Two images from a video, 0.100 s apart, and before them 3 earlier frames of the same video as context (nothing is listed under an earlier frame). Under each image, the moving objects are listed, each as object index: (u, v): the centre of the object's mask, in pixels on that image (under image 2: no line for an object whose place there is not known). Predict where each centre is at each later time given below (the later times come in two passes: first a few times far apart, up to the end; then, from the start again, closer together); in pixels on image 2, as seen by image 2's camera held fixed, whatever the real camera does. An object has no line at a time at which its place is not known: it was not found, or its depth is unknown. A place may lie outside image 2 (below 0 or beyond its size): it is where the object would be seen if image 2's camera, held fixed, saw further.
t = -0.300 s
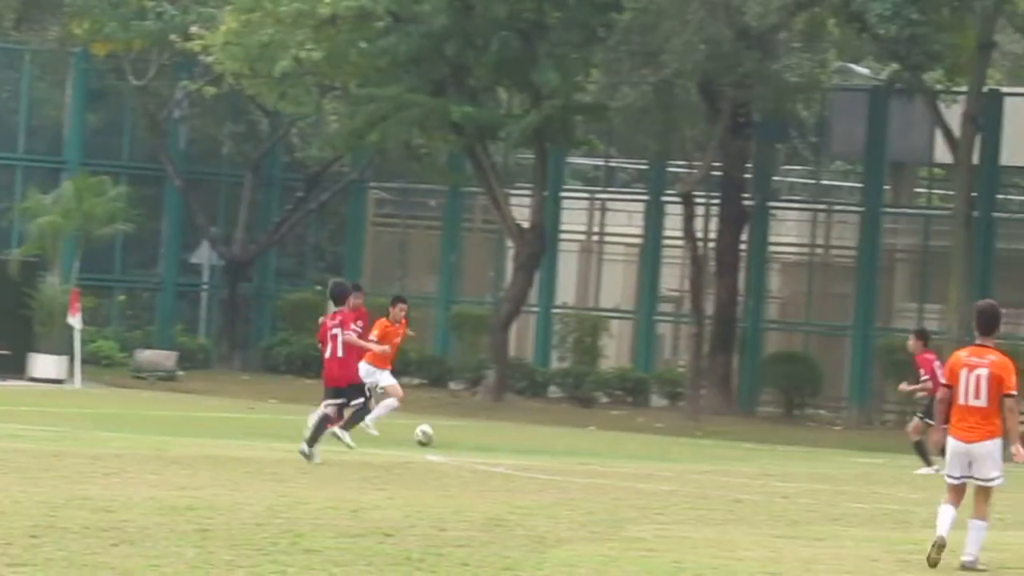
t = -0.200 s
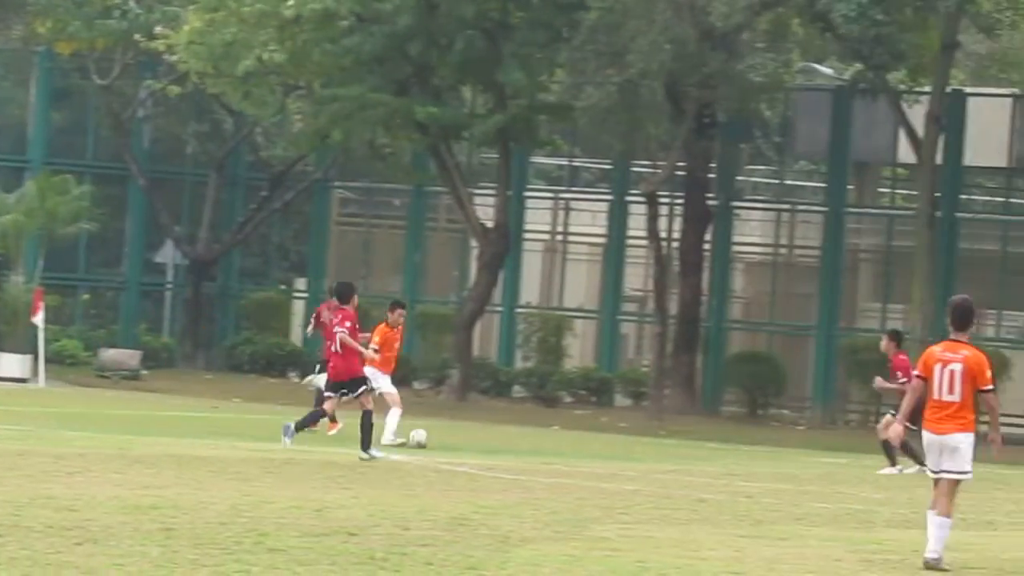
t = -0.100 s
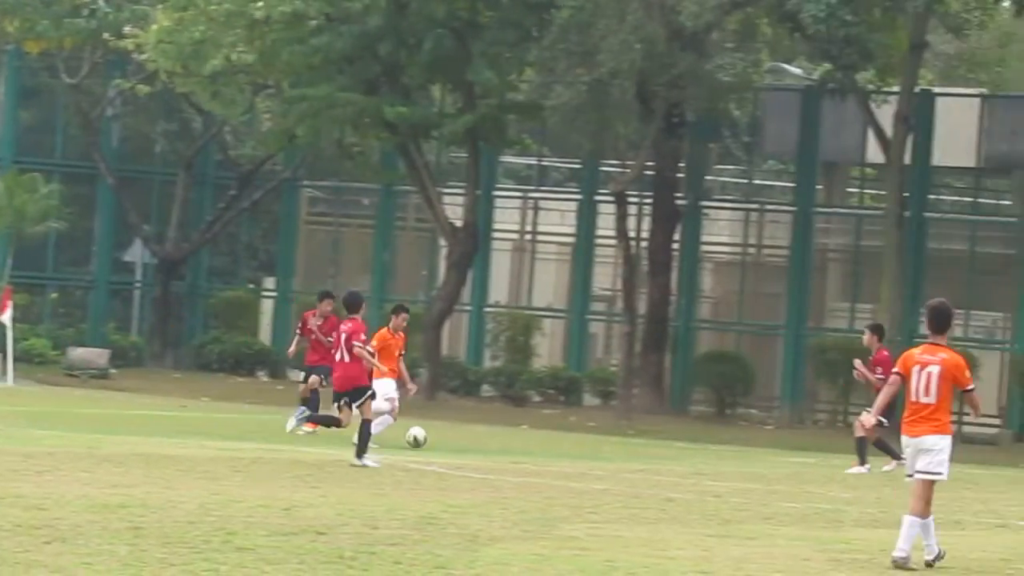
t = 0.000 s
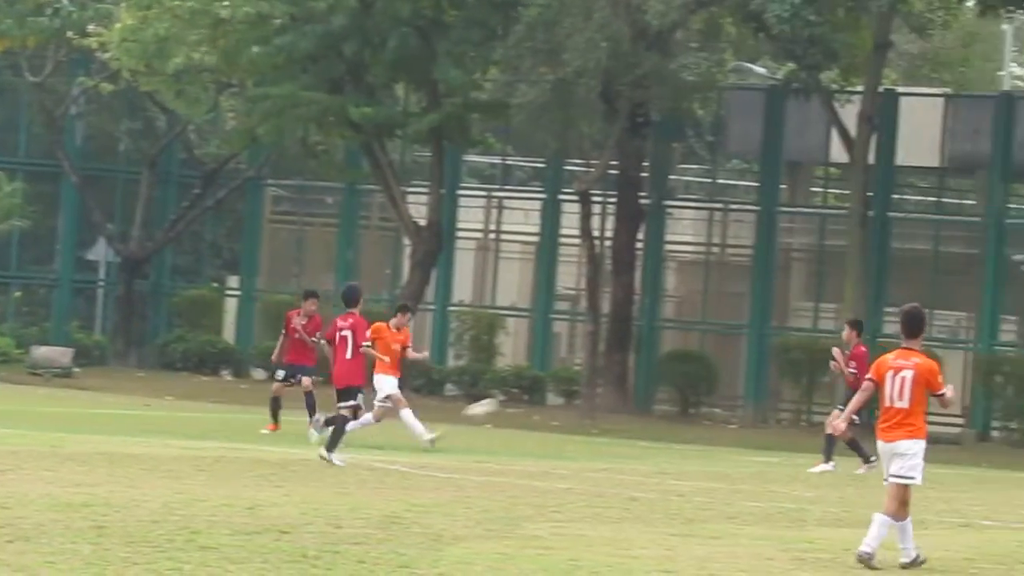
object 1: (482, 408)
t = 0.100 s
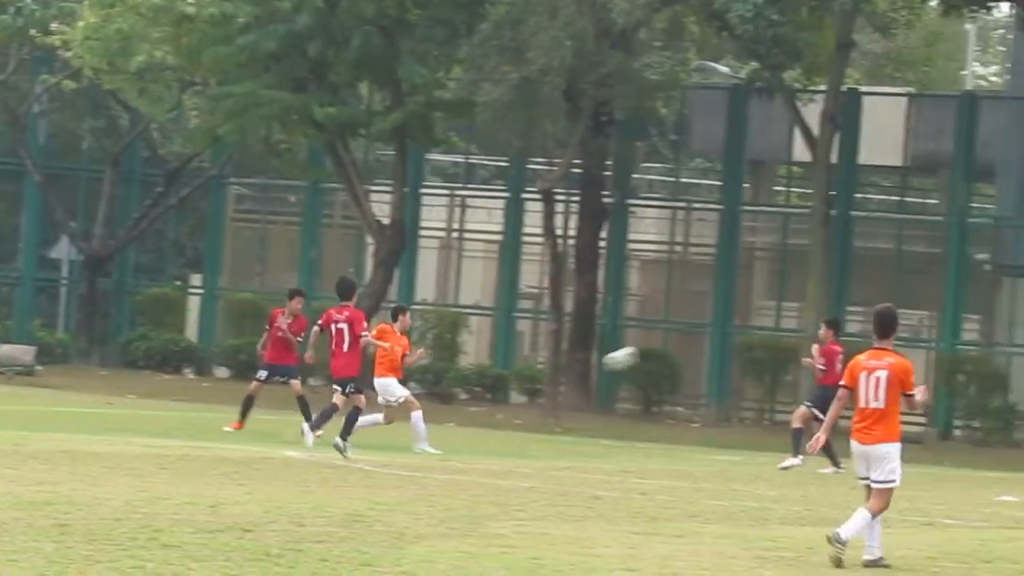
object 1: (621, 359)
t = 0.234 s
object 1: (832, 302)
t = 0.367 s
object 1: (1037, 265)
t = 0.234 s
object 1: (832, 302)
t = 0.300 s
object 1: (934, 283)
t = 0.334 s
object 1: (985, 273)
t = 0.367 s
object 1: (1037, 265)
